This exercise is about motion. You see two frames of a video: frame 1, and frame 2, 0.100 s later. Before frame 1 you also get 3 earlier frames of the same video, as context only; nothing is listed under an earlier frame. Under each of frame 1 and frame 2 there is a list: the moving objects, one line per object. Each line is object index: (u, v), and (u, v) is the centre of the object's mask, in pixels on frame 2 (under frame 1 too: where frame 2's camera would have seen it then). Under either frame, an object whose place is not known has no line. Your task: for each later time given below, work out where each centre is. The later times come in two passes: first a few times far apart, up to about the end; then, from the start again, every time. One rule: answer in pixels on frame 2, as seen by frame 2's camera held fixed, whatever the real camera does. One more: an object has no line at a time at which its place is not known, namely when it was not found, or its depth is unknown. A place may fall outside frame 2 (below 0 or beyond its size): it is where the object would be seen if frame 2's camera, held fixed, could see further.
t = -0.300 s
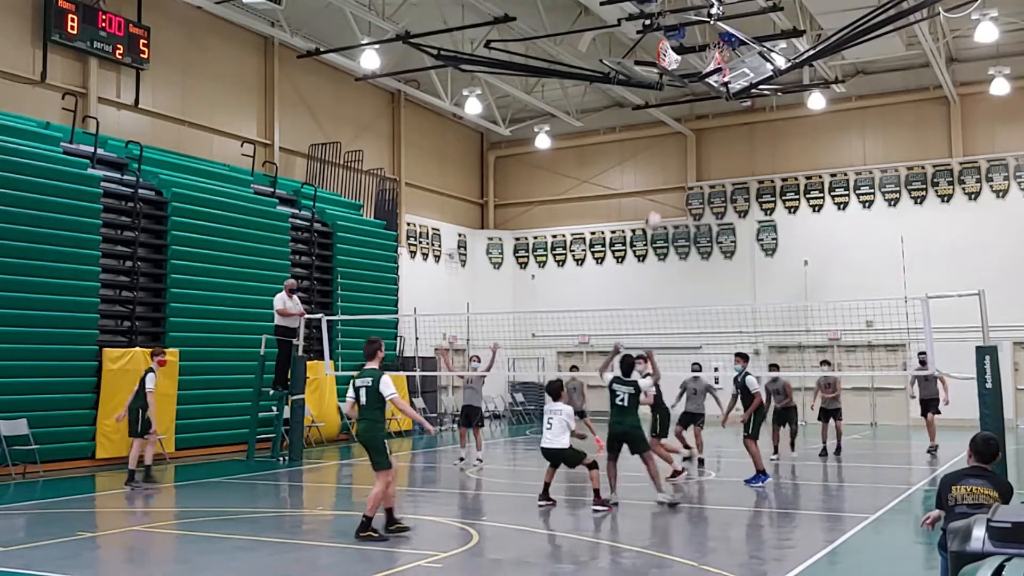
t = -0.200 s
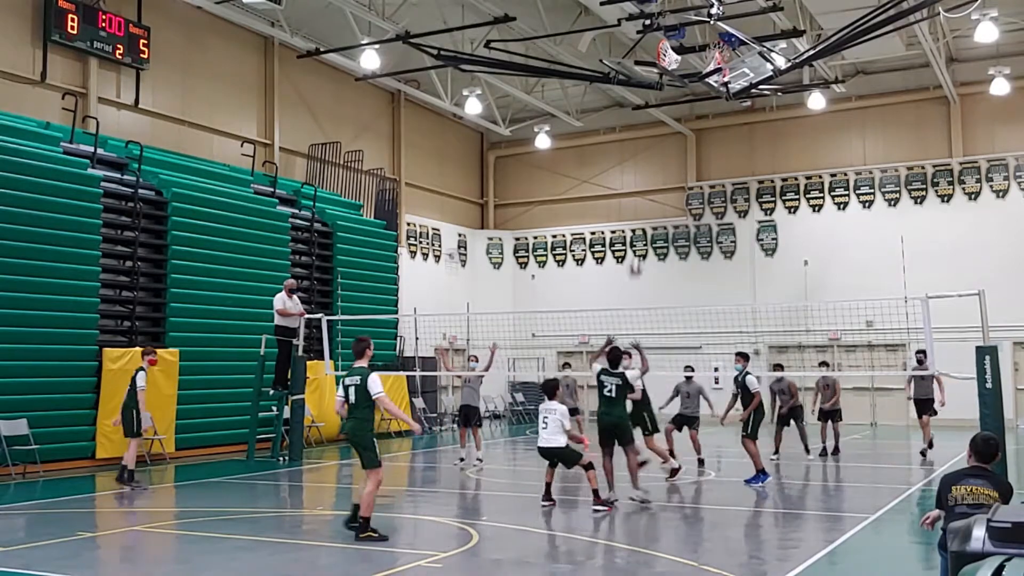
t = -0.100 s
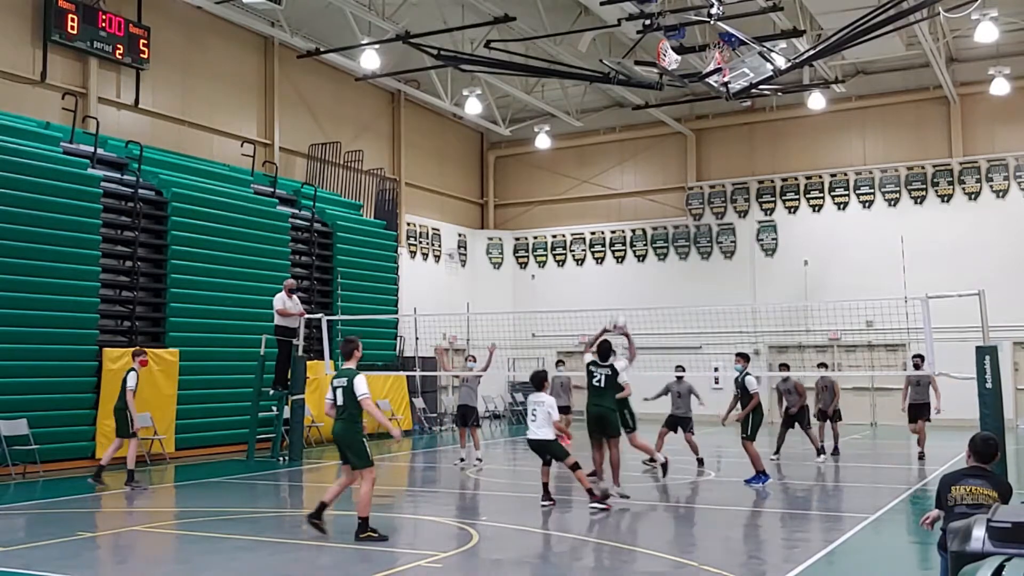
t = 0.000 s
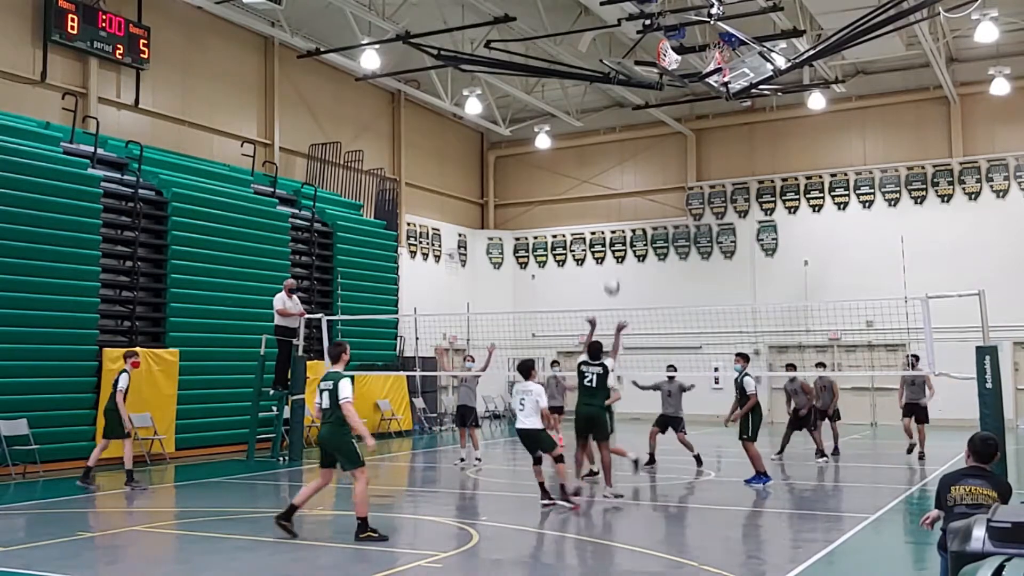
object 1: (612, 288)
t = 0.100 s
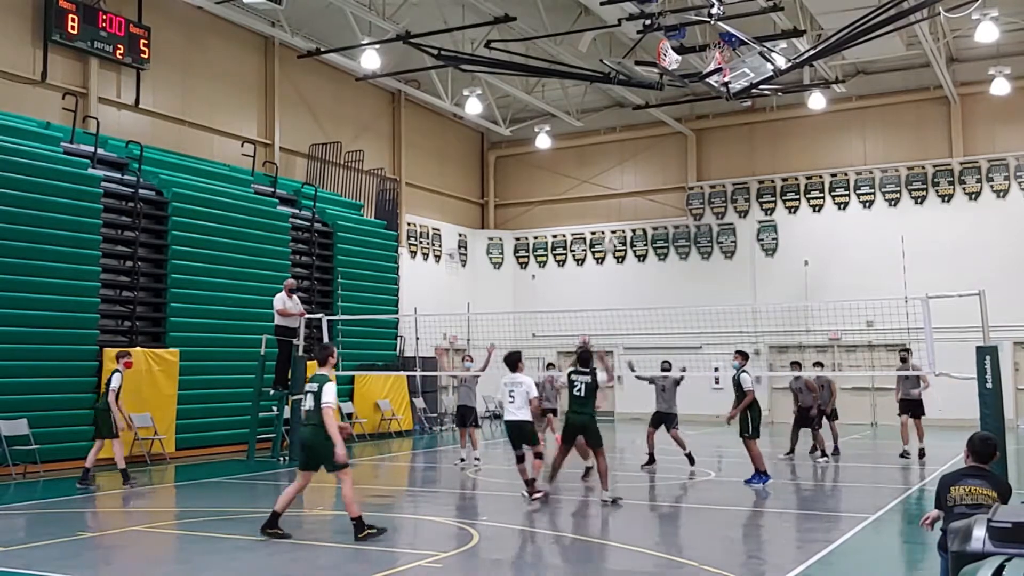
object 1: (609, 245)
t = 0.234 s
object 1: (606, 201)
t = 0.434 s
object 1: (603, 164)
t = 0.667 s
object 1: (599, 160)
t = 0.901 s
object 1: (596, 194)
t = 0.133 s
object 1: (608, 234)
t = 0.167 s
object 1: (608, 220)
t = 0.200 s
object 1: (606, 210)
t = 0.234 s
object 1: (606, 201)
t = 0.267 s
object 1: (606, 193)
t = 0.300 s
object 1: (605, 185)
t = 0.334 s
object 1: (605, 179)
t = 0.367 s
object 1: (604, 173)
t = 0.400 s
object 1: (603, 168)
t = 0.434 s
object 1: (603, 164)
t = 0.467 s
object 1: (602, 161)
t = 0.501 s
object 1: (602, 159)
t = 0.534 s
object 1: (601, 158)
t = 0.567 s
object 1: (601, 157)
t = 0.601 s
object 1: (600, 157)
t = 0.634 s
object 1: (599, 158)
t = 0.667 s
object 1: (599, 160)
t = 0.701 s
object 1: (599, 162)
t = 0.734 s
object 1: (598, 166)
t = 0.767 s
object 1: (599, 169)
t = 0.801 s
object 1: (597, 174)
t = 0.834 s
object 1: (597, 180)
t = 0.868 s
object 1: (596, 187)
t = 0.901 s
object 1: (596, 194)
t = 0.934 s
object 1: (596, 203)
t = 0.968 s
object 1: (595, 212)
